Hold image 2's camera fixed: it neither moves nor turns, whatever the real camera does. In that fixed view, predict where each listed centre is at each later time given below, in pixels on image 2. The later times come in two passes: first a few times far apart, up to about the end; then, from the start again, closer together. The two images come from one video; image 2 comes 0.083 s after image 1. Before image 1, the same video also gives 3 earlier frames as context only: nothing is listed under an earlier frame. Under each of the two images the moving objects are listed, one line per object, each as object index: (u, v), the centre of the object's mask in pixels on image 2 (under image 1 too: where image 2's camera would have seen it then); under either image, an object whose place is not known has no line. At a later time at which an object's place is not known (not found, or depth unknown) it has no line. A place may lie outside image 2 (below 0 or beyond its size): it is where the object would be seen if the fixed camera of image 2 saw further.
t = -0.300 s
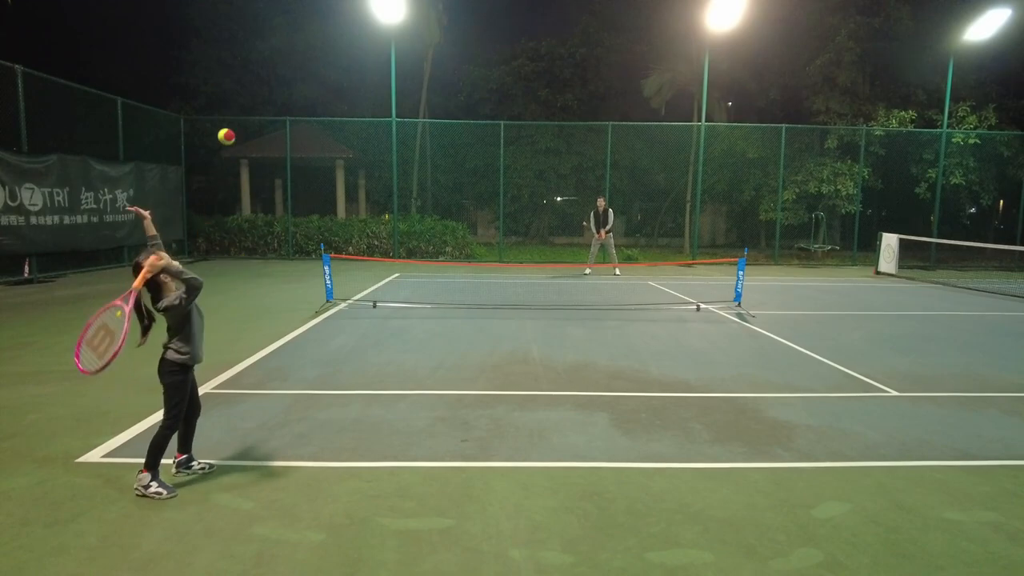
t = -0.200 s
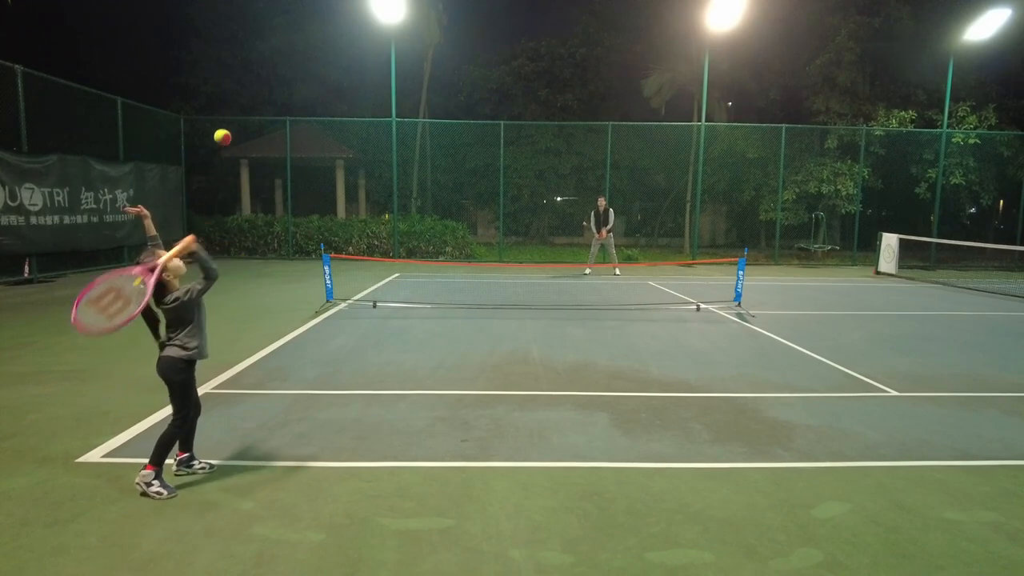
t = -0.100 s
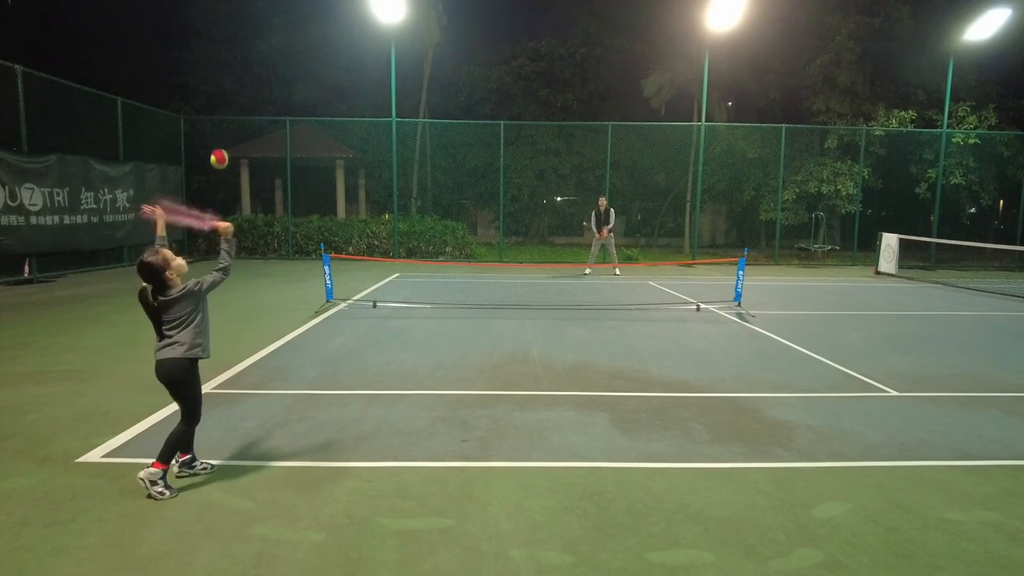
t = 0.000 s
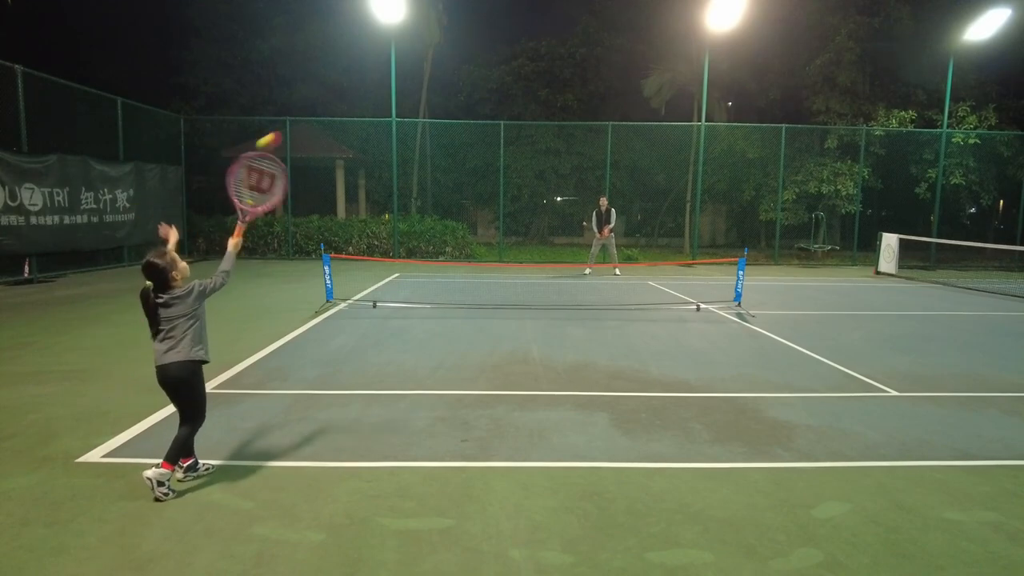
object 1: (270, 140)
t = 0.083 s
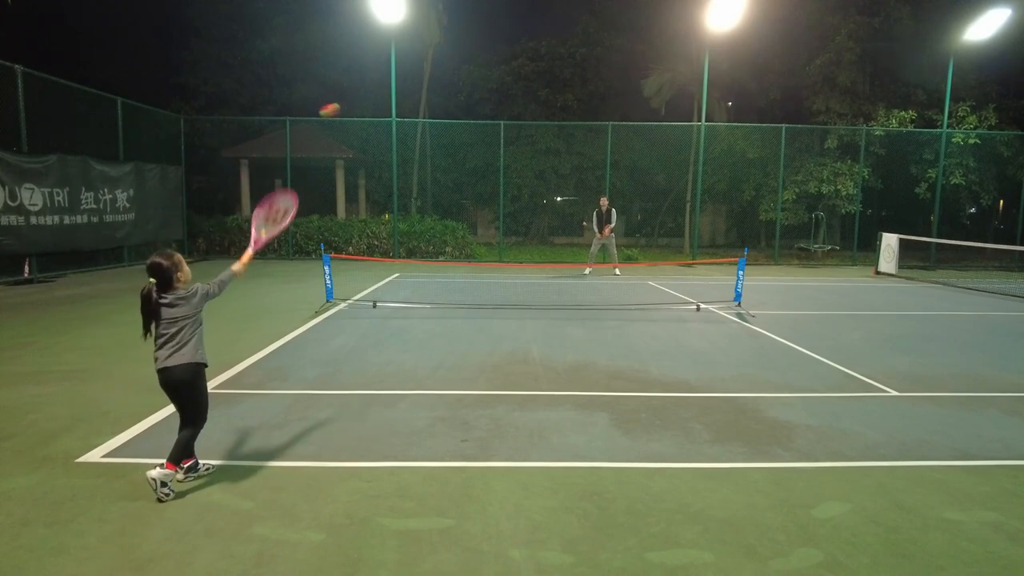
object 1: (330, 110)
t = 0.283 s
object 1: (420, 97)
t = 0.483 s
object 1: (471, 128)
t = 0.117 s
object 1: (348, 103)
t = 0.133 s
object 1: (358, 101)
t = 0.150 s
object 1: (366, 98)
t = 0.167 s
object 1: (374, 96)
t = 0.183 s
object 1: (382, 96)
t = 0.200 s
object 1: (389, 95)
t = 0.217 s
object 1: (396, 95)
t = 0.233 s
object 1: (402, 95)
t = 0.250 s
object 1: (408, 96)
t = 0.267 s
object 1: (414, 96)
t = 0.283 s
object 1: (420, 97)
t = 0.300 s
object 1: (425, 99)
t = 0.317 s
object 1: (430, 101)
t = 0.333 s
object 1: (435, 103)
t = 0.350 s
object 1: (440, 105)
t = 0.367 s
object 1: (444, 107)
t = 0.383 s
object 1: (449, 110)
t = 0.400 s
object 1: (453, 112)
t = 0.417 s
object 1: (457, 115)
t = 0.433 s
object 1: (460, 117)
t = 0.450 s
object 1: (464, 121)
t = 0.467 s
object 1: (468, 124)
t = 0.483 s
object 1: (471, 128)
